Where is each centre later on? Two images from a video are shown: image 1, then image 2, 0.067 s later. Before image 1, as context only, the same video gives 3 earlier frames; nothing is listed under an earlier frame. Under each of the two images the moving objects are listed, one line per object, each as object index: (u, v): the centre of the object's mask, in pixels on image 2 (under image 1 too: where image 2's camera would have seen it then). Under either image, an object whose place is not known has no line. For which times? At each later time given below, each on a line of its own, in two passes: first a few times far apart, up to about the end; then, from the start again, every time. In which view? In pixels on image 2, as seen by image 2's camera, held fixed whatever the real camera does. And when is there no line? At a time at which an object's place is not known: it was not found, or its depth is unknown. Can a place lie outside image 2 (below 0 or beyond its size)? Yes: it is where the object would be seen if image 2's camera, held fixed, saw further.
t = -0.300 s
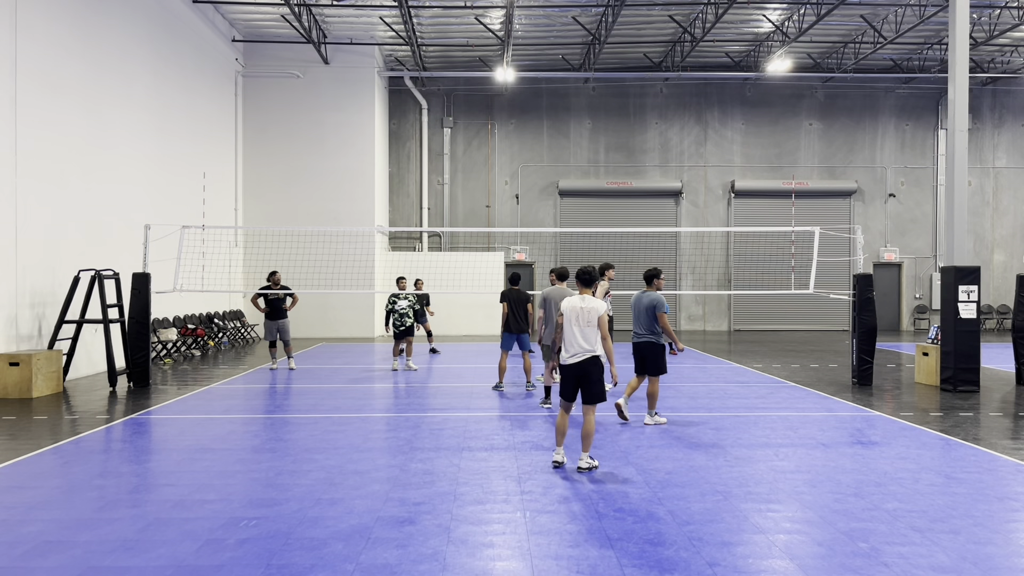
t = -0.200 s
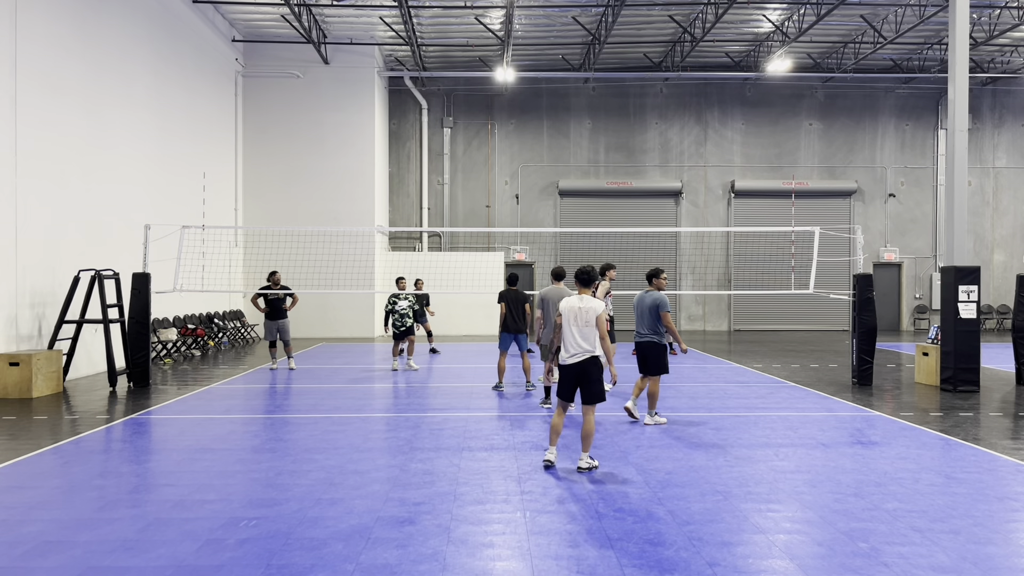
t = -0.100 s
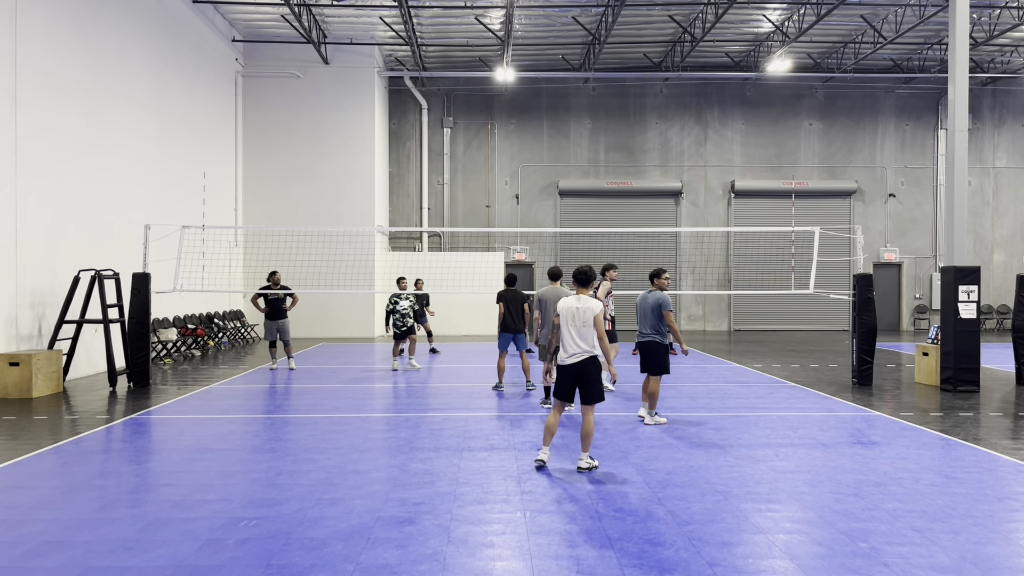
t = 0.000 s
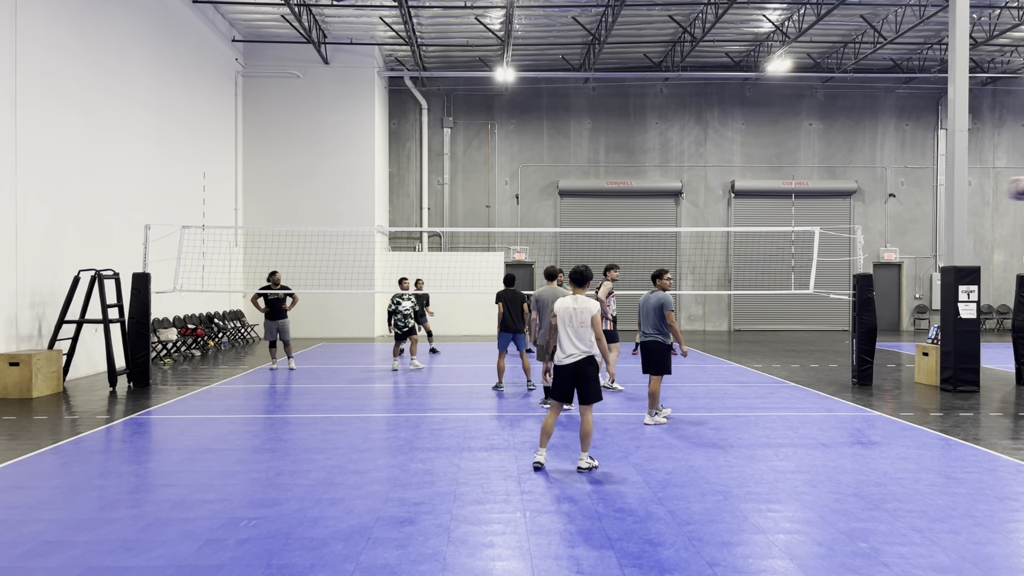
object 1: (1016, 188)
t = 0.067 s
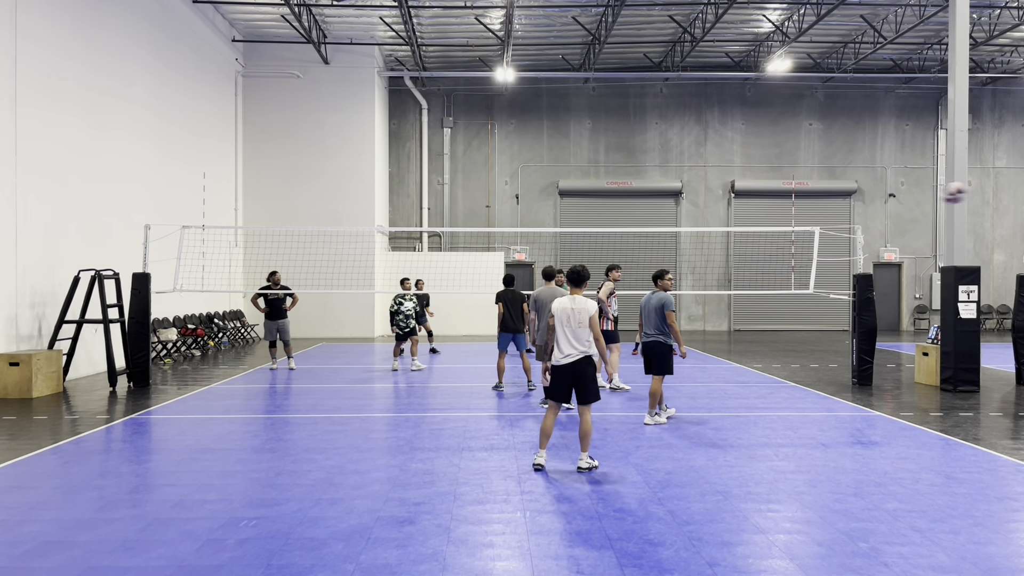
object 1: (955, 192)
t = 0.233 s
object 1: (846, 218)
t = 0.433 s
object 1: (775, 253)
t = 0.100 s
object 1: (926, 197)
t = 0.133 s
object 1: (903, 201)
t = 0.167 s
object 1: (882, 207)
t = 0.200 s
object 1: (863, 212)
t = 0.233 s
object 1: (846, 218)
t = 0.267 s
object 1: (831, 225)
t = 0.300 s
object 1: (817, 232)
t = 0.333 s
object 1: (804, 238)
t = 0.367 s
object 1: (792, 246)
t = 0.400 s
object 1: (782, 250)
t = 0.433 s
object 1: (775, 253)
